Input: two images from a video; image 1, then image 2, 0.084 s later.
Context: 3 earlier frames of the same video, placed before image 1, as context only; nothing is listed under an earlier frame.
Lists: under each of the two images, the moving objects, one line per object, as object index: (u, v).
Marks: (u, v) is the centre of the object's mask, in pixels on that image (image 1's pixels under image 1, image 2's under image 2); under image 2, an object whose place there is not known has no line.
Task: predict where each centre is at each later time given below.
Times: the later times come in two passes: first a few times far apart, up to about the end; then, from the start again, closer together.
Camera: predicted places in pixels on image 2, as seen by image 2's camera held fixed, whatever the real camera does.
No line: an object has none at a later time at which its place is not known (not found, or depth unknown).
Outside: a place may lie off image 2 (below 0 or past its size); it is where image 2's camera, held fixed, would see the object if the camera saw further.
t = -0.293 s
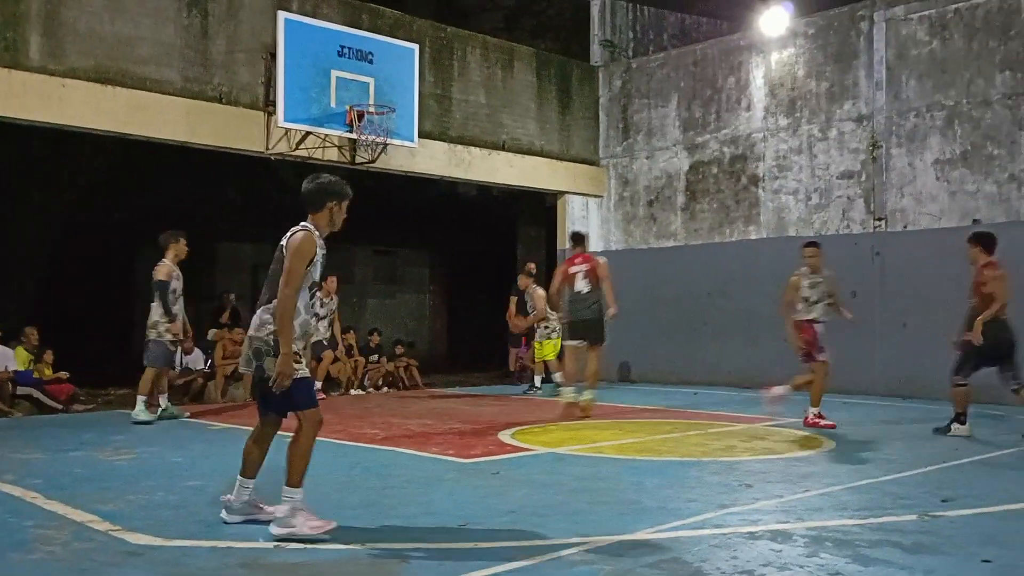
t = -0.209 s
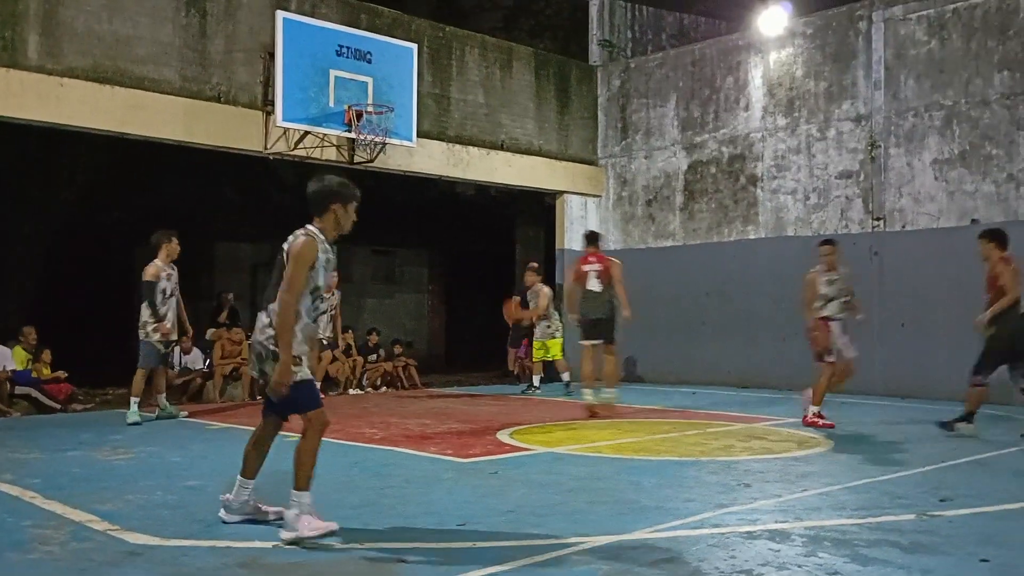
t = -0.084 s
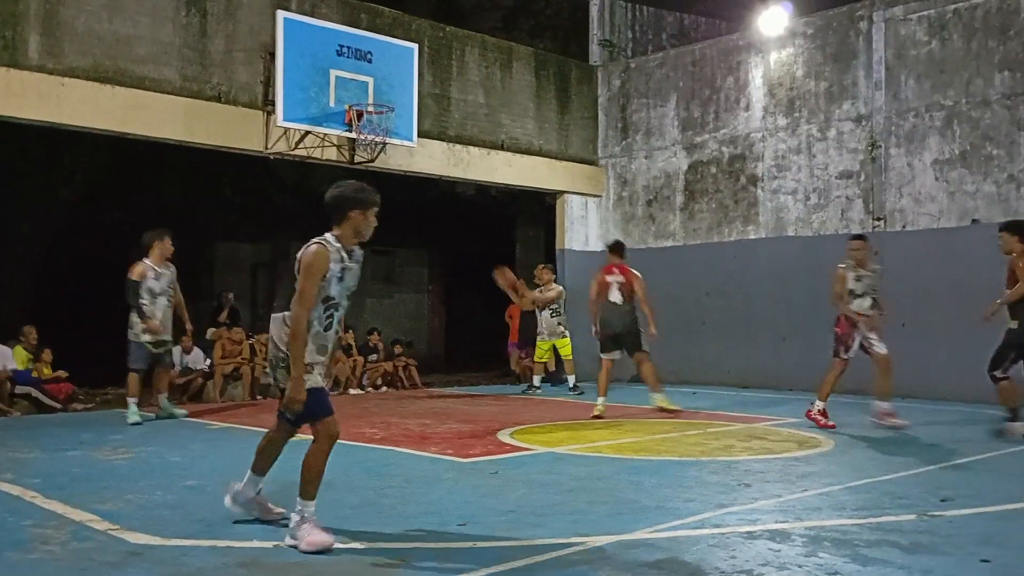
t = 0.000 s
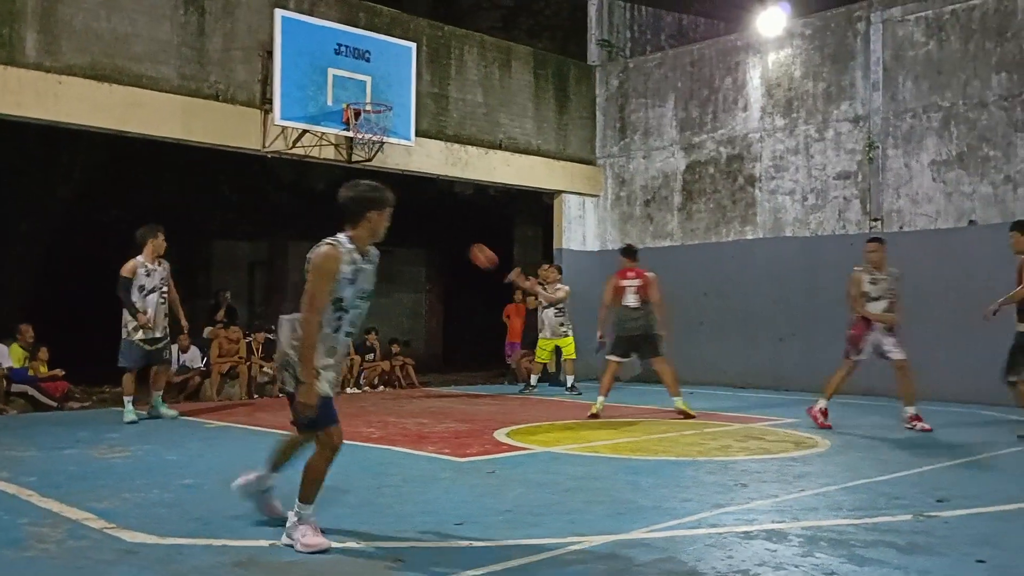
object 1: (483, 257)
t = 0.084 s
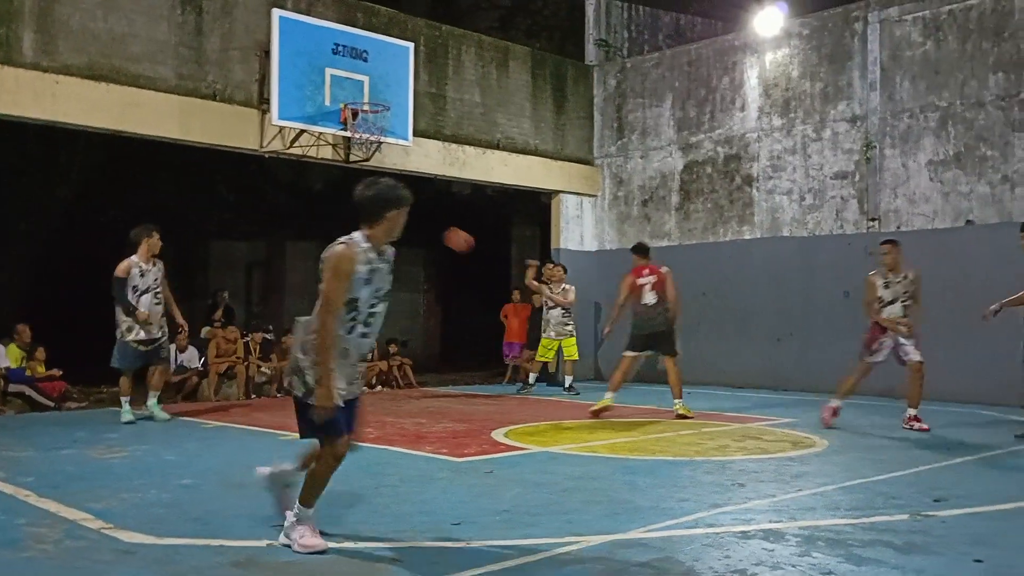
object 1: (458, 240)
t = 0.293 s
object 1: (385, 218)
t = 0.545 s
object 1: (293, 252)
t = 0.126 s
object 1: (447, 234)
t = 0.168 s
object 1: (437, 229)
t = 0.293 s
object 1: (385, 218)
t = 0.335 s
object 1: (377, 220)
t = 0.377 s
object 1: (364, 222)
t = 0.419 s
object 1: (346, 226)
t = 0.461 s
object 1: (330, 232)
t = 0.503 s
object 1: (313, 240)
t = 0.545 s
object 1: (293, 252)
